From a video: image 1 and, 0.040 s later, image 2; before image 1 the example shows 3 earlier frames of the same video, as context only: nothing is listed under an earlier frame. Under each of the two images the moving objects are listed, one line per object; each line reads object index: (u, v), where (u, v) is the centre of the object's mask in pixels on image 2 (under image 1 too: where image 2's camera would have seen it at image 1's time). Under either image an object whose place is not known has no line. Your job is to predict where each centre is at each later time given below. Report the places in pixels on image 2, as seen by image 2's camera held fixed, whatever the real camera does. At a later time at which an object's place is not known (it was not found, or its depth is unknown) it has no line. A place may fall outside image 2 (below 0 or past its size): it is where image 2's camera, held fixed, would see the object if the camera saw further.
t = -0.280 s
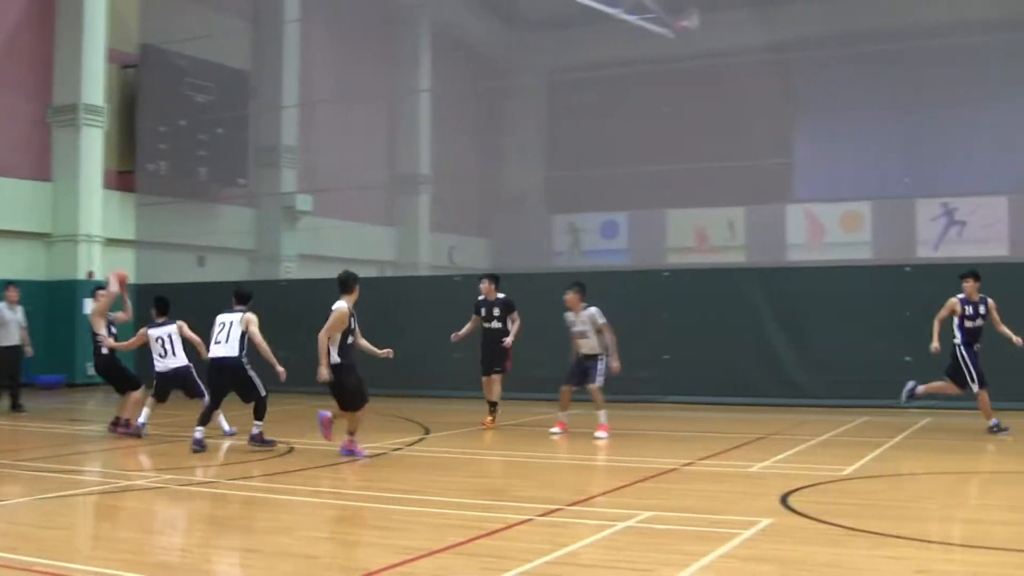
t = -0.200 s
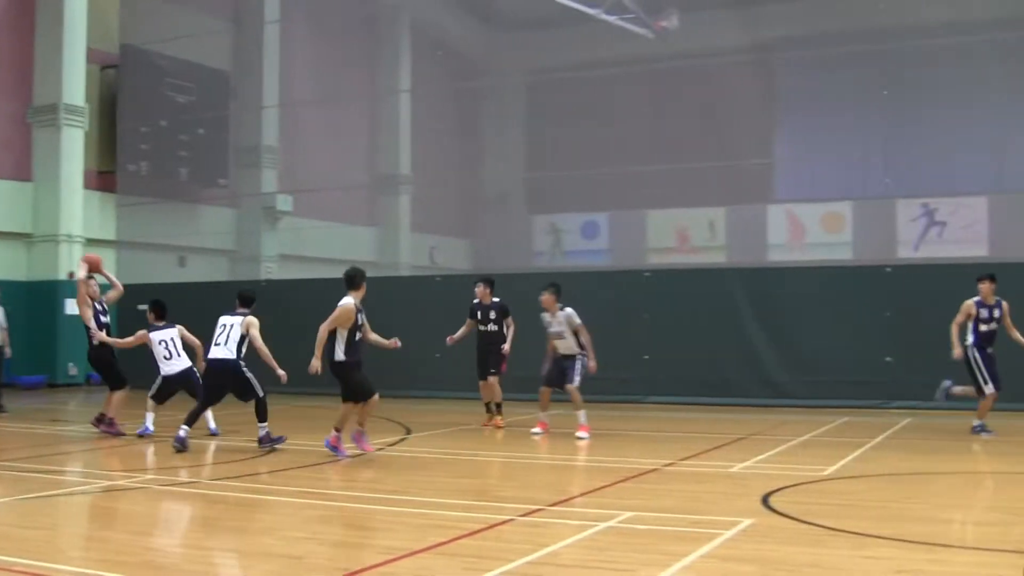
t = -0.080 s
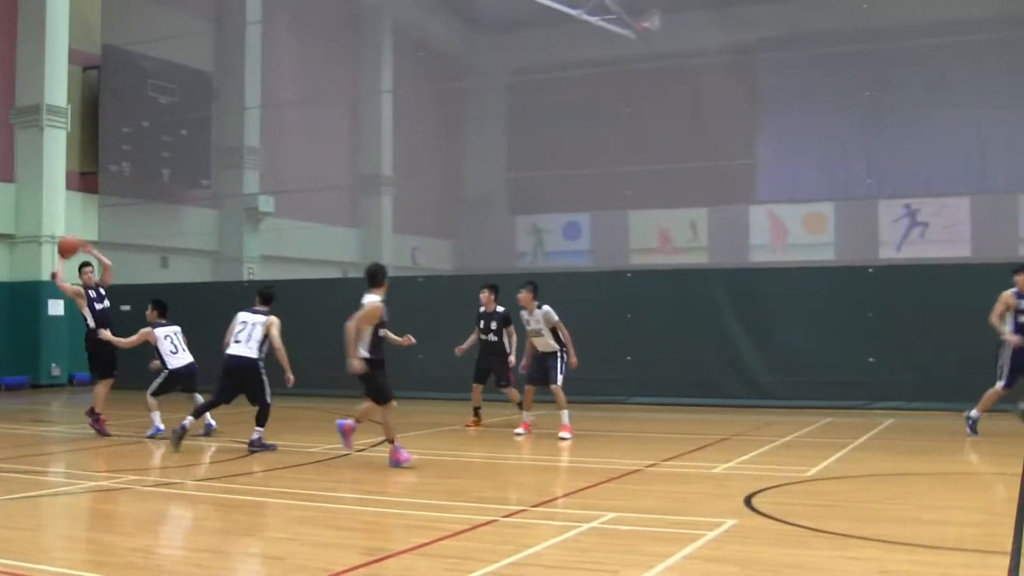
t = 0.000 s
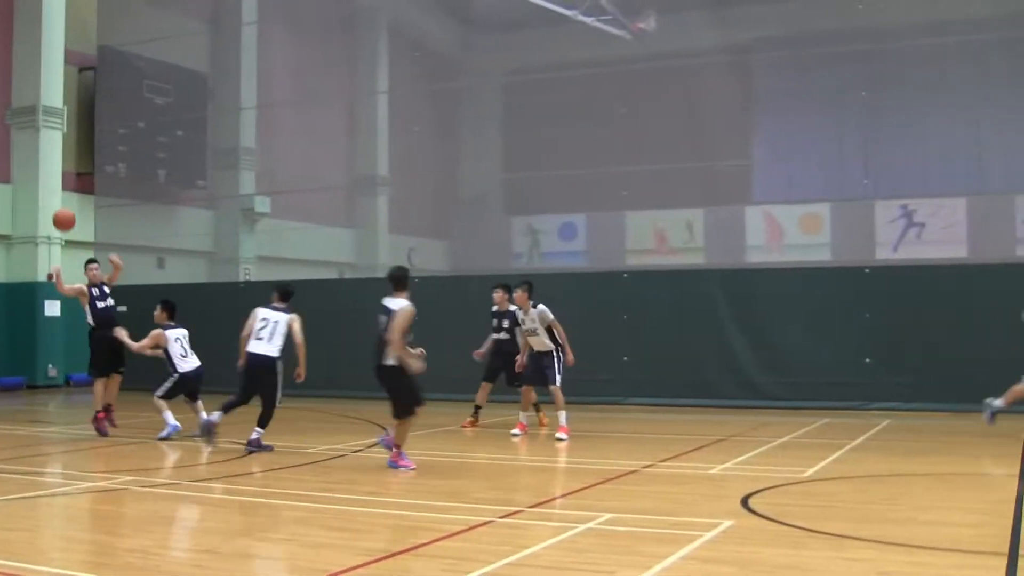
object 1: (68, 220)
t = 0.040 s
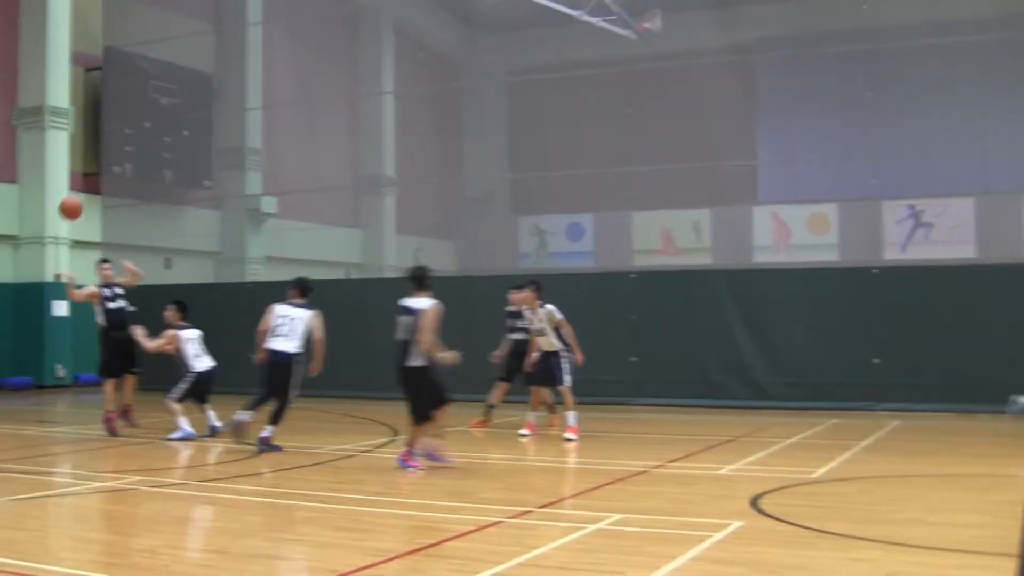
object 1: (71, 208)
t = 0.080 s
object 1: (76, 197)
